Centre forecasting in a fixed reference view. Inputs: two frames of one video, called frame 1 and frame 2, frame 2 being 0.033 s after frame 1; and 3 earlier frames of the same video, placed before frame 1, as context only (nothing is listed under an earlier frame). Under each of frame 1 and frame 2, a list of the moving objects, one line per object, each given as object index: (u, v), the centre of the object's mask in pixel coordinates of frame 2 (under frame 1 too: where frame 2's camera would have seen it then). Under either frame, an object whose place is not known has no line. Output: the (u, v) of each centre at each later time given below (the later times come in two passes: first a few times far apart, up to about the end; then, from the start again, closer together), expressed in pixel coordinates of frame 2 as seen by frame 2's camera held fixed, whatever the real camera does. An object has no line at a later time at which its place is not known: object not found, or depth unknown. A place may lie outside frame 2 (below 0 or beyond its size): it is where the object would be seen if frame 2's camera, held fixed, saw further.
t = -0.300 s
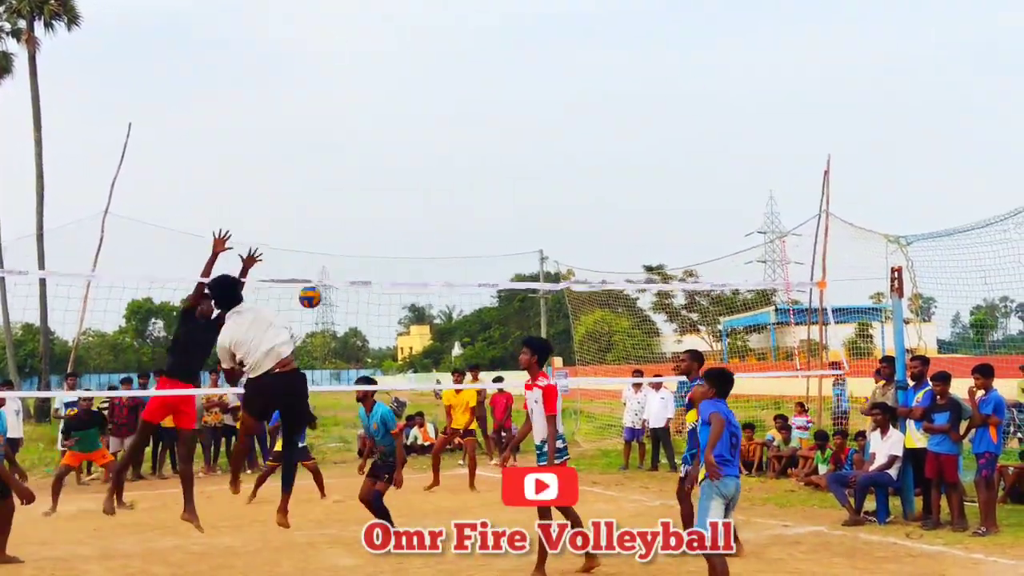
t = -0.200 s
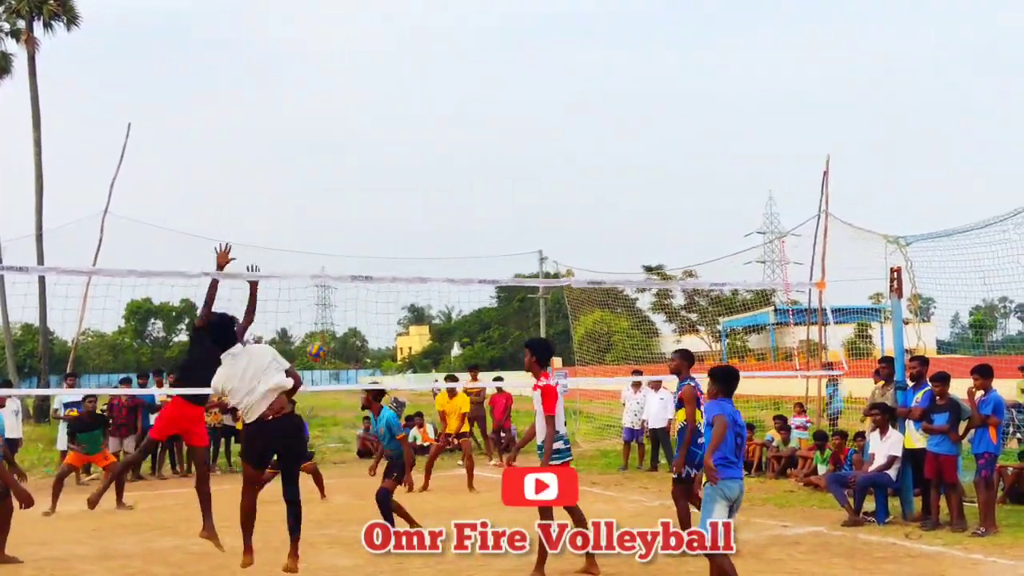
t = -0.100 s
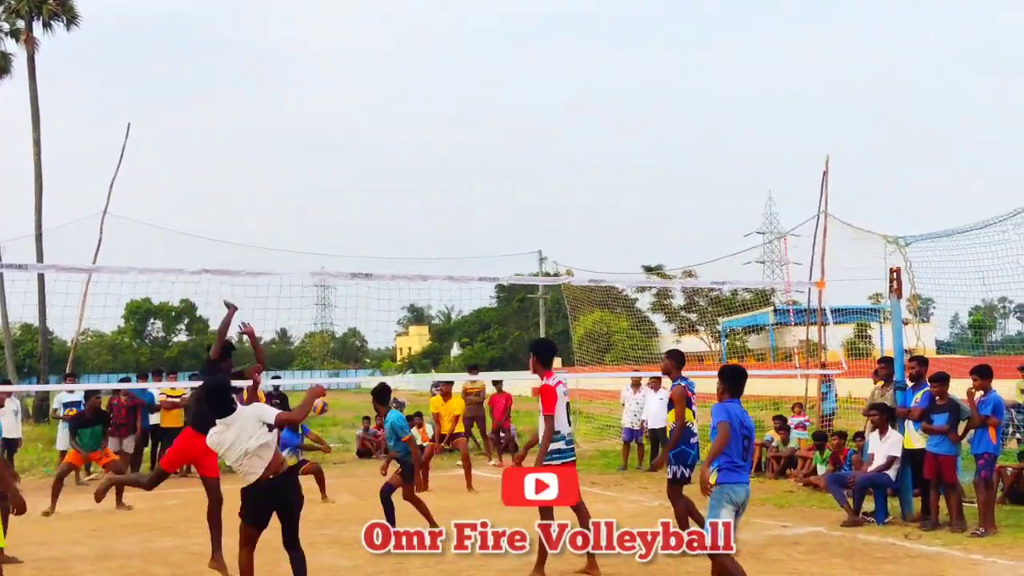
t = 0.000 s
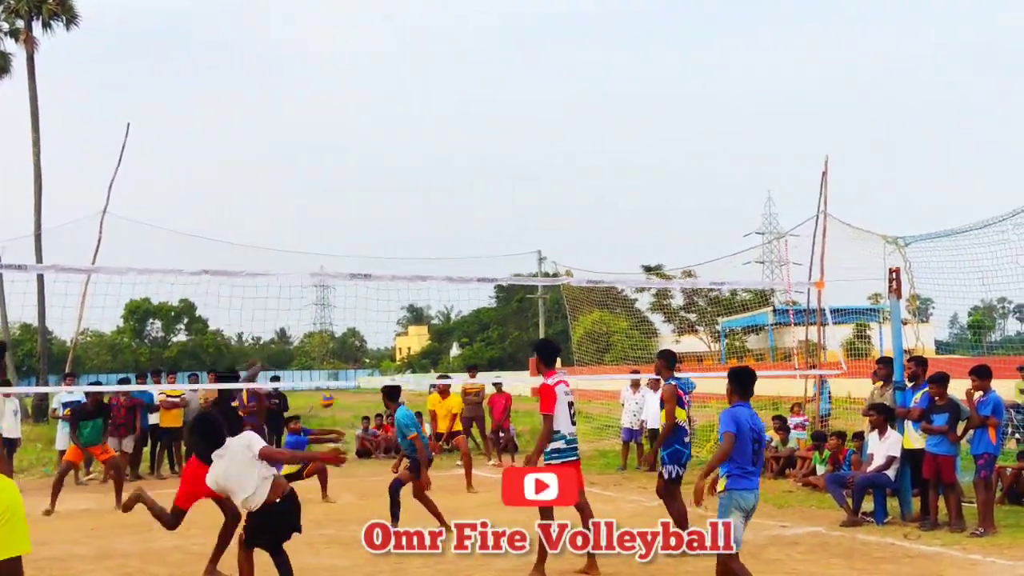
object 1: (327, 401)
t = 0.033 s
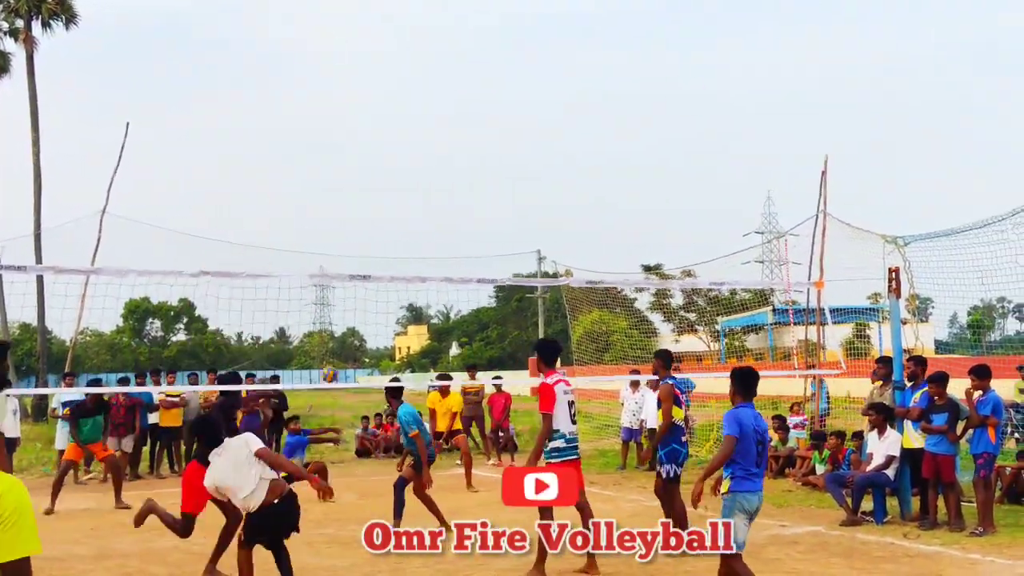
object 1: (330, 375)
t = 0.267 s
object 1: (356, 224)
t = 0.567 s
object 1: (386, 92)
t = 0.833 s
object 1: (409, 33)
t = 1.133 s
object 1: (429, 30)
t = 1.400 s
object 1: (447, 88)
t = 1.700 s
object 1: (463, 203)
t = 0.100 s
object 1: (338, 327)
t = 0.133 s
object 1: (341, 305)
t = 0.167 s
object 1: (345, 288)
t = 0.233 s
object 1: (352, 243)
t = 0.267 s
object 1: (356, 224)
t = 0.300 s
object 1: (359, 206)
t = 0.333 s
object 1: (363, 188)
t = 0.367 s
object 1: (367, 172)
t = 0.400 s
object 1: (371, 149)
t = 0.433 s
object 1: (373, 142)
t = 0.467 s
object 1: (376, 128)
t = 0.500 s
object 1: (380, 115)
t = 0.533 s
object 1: (382, 103)
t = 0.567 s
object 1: (386, 92)
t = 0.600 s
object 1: (389, 82)
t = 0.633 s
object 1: (392, 72)
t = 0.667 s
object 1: (395, 63)
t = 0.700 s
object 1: (398, 55)
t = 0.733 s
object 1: (400, 48)
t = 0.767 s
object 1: (403, 42)
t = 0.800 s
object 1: (406, 37)
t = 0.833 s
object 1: (409, 33)
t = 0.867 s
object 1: (410, 31)
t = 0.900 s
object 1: (412, 28)
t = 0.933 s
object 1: (415, 26)
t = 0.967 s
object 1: (417, 24)
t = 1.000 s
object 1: (420, 24)
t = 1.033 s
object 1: (422, 24)
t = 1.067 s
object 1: (424, 25)
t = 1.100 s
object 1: (426, 27)
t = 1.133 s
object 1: (429, 30)
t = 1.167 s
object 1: (431, 34)
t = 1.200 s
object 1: (433, 38)
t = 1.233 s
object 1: (435, 44)
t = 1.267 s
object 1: (438, 50)
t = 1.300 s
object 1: (440, 57)
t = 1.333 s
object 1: (442, 65)
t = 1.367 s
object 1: (444, 73)
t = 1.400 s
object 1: (447, 88)
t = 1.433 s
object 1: (448, 93)
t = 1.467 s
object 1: (450, 104)
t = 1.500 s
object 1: (452, 116)
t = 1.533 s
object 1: (454, 128)
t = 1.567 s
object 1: (456, 142)
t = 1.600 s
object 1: (458, 156)
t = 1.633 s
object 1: (459, 171)
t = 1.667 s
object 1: (461, 186)
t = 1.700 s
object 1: (463, 203)
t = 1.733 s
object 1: (464, 221)
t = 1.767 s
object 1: (466, 239)
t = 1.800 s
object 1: (468, 257)
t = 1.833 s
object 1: (470, 273)
